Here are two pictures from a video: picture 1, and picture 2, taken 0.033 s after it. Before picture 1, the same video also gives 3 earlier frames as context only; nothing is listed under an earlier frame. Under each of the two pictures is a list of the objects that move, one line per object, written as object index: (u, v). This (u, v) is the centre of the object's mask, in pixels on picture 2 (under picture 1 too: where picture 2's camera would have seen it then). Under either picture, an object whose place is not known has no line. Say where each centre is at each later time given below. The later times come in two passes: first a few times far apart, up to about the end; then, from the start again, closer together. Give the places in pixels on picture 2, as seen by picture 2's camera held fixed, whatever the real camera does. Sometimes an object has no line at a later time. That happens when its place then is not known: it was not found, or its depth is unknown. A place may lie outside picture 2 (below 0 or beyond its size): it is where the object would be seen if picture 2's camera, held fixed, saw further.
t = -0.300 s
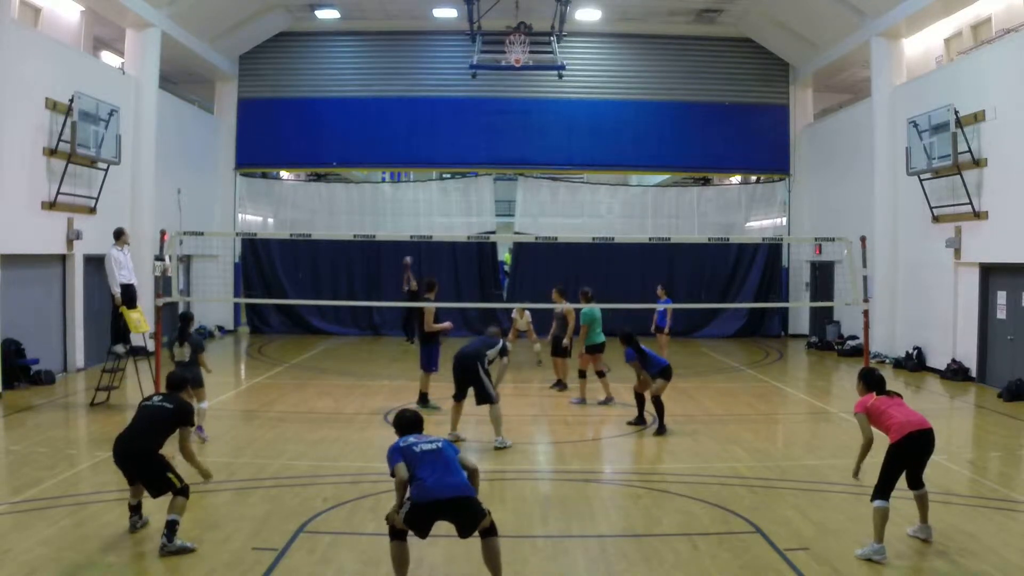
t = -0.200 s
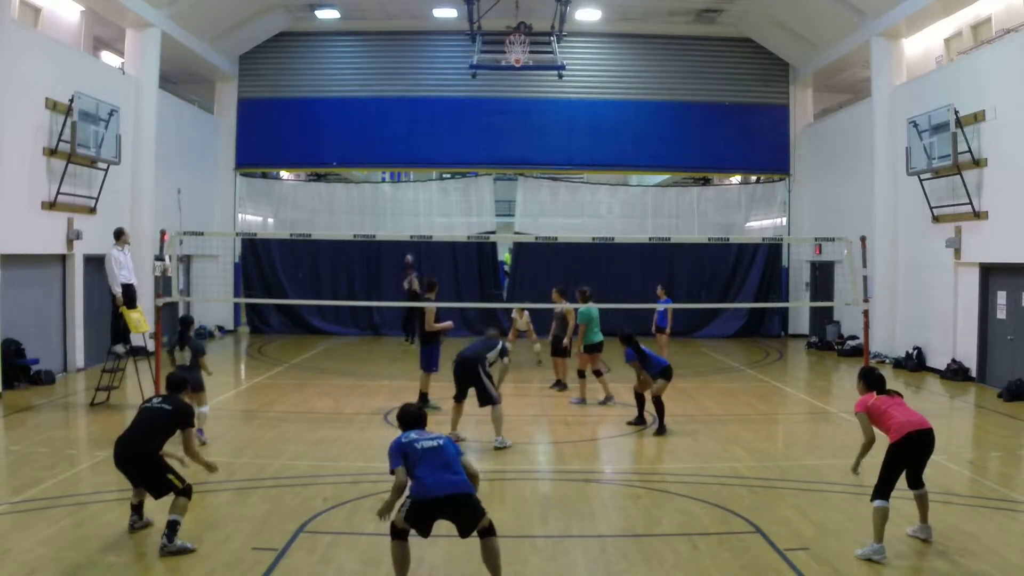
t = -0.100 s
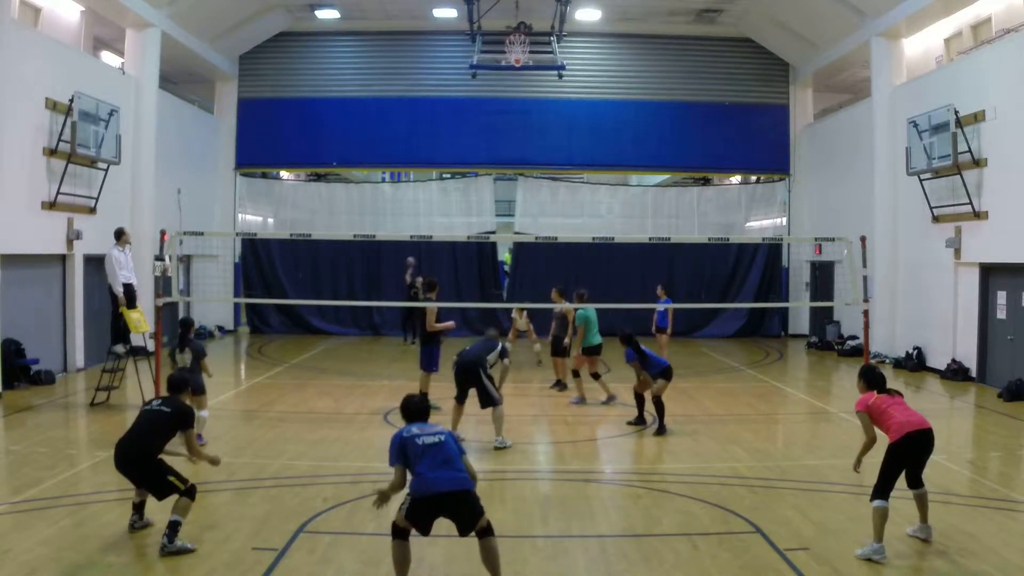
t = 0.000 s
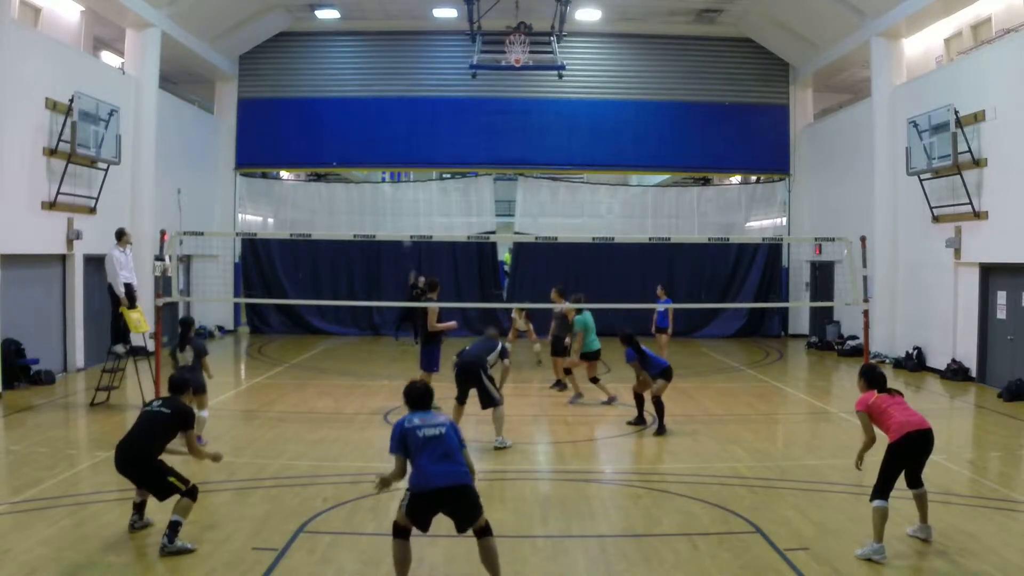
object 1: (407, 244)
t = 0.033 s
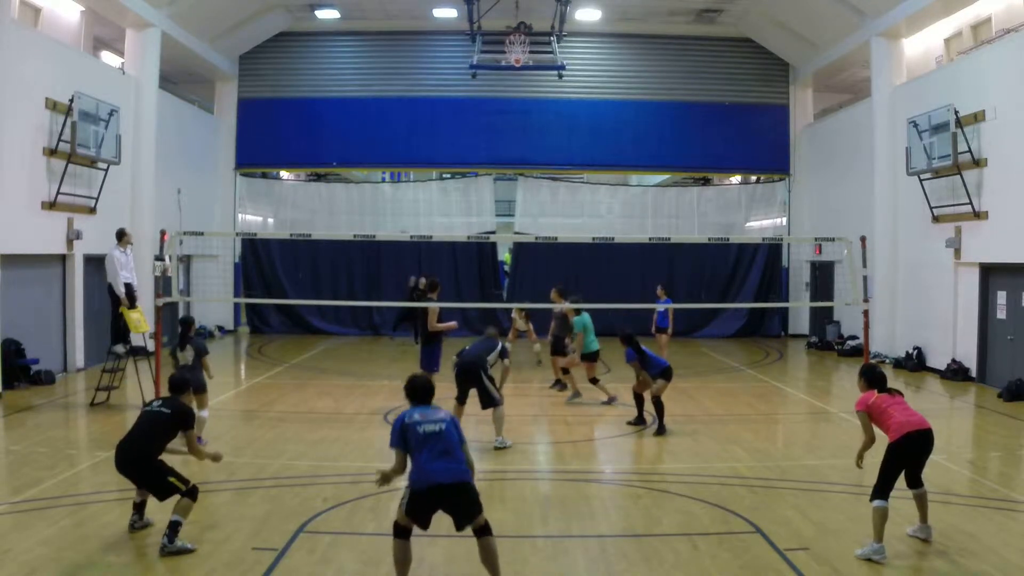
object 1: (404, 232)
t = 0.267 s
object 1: (386, 184)
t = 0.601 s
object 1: (349, 140)
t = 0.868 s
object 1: (300, 143)
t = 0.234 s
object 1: (389, 191)
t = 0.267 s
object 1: (386, 184)
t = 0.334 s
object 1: (380, 172)
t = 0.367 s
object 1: (377, 166)
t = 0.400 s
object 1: (373, 161)
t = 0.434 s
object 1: (370, 157)
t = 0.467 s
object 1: (367, 153)
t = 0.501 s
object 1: (364, 150)
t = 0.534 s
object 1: (359, 146)
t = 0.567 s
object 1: (354, 143)
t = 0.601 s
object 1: (349, 140)
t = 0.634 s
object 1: (344, 139)
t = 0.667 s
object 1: (338, 137)
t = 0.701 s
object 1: (333, 136)
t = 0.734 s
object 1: (327, 136)
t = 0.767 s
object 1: (321, 137)
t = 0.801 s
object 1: (315, 138)
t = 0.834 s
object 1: (308, 140)
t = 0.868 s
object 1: (300, 143)
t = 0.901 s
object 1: (293, 147)
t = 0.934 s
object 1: (284, 152)
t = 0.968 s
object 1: (275, 158)
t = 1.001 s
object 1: (265, 167)
